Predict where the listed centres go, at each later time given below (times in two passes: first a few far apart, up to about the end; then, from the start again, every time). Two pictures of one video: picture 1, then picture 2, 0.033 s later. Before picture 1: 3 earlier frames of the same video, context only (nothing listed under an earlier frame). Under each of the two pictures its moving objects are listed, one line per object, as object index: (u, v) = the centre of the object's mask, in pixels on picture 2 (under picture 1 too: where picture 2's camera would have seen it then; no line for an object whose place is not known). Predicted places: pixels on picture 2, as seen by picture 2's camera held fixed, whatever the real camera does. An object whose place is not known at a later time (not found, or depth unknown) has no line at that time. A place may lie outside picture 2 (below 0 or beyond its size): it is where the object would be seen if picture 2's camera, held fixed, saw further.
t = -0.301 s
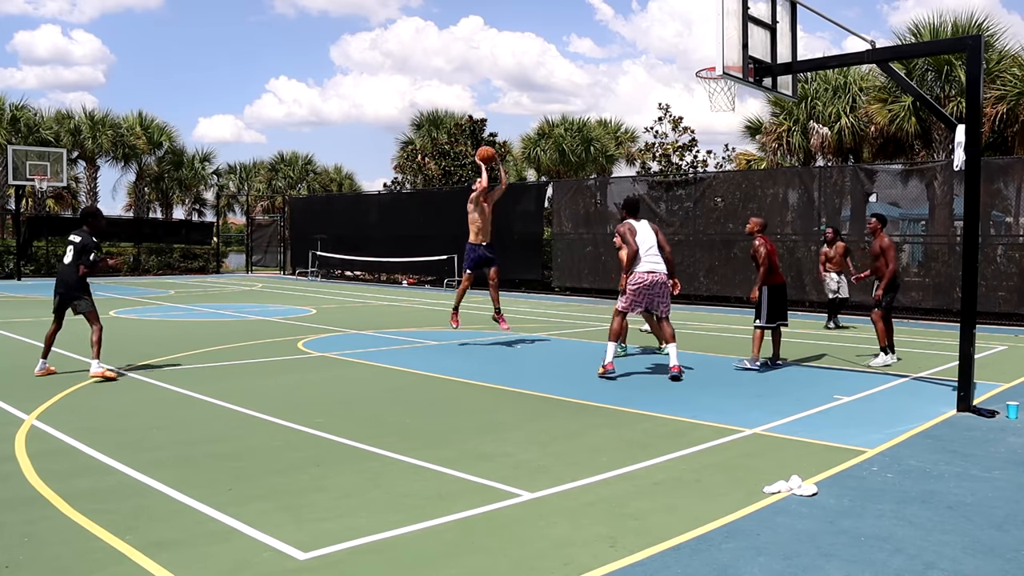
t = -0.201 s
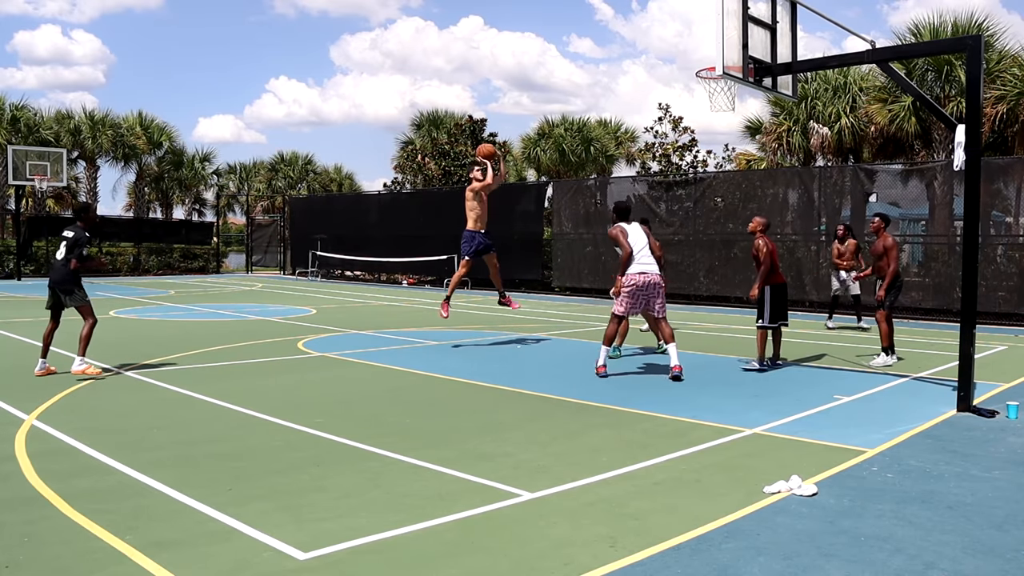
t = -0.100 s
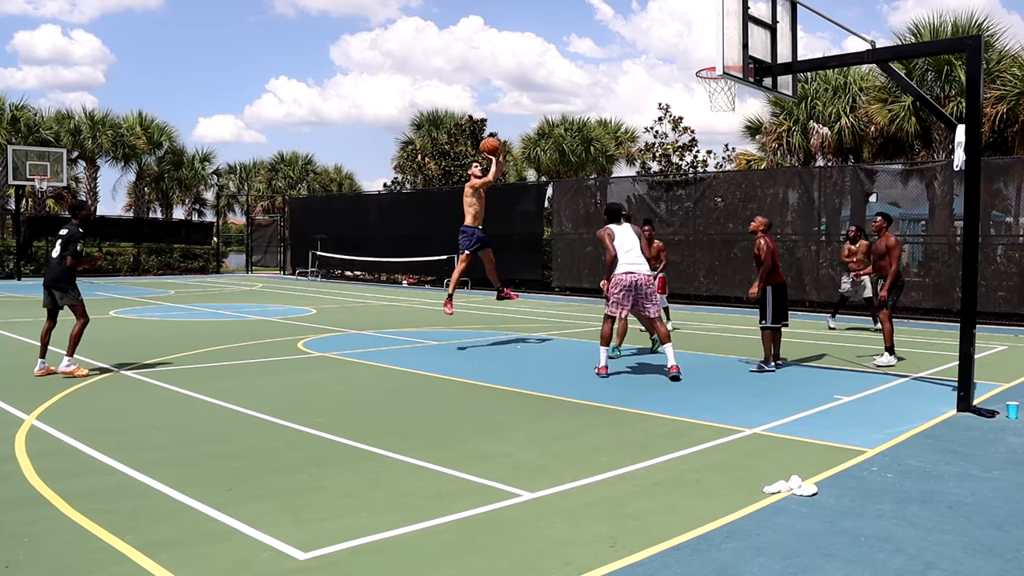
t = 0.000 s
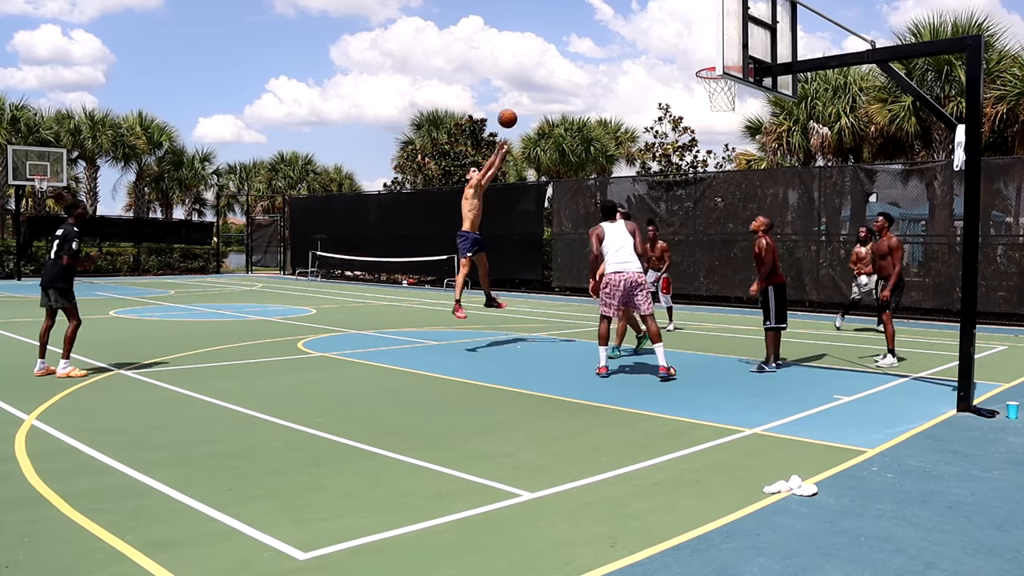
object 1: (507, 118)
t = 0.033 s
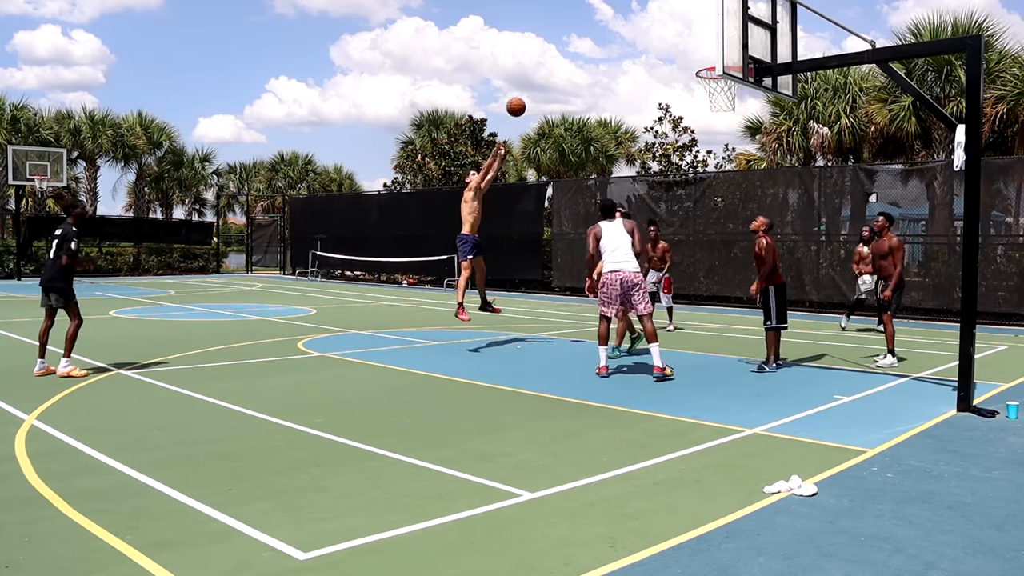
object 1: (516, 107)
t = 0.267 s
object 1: (580, 48)
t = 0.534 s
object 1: (662, 32)
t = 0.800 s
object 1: (734, 49)
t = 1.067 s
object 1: (731, 19)
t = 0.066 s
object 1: (524, 95)
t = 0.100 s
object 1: (533, 86)
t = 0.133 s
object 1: (542, 77)
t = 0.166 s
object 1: (551, 68)
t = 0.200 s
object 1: (561, 61)
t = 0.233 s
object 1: (570, 54)
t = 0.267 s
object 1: (580, 48)
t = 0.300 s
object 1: (590, 42)
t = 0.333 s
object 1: (600, 38)
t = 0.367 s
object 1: (609, 35)
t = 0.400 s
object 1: (620, 32)
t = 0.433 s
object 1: (630, 31)
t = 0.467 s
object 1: (641, 30)
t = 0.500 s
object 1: (651, 30)
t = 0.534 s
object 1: (662, 32)
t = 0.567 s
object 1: (673, 34)
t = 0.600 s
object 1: (684, 38)
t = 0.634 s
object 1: (695, 42)
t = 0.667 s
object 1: (706, 49)
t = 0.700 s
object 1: (712, 56)
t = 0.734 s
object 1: (732, 58)
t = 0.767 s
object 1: (733, 55)
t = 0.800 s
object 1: (734, 49)
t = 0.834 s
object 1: (735, 42)
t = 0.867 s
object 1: (742, 35)
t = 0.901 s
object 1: (748, 30)
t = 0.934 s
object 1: (742, 26)
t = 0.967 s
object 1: (736, 22)
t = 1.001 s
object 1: (734, 20)
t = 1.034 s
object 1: (733, 19)
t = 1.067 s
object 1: (731, 19)
